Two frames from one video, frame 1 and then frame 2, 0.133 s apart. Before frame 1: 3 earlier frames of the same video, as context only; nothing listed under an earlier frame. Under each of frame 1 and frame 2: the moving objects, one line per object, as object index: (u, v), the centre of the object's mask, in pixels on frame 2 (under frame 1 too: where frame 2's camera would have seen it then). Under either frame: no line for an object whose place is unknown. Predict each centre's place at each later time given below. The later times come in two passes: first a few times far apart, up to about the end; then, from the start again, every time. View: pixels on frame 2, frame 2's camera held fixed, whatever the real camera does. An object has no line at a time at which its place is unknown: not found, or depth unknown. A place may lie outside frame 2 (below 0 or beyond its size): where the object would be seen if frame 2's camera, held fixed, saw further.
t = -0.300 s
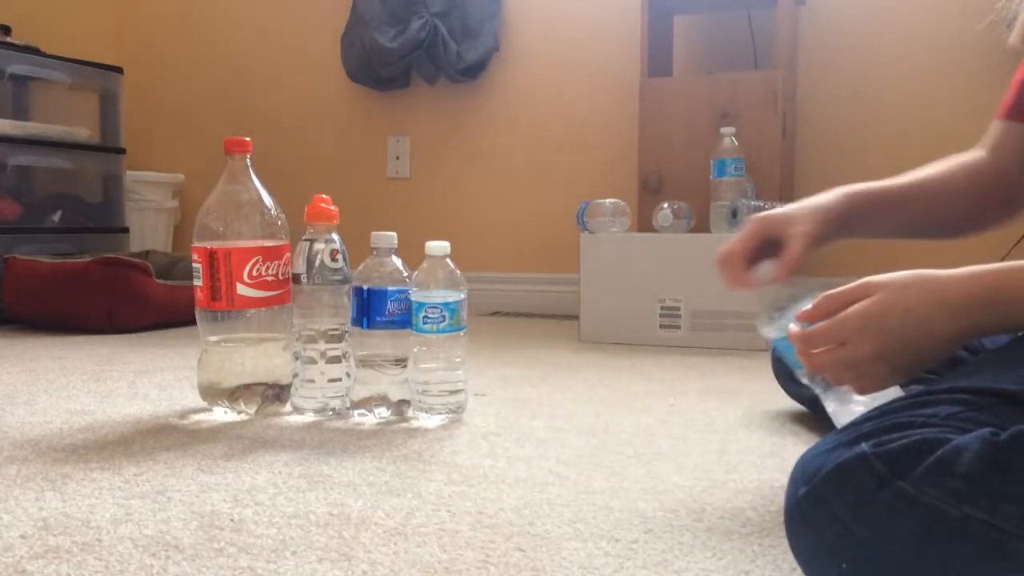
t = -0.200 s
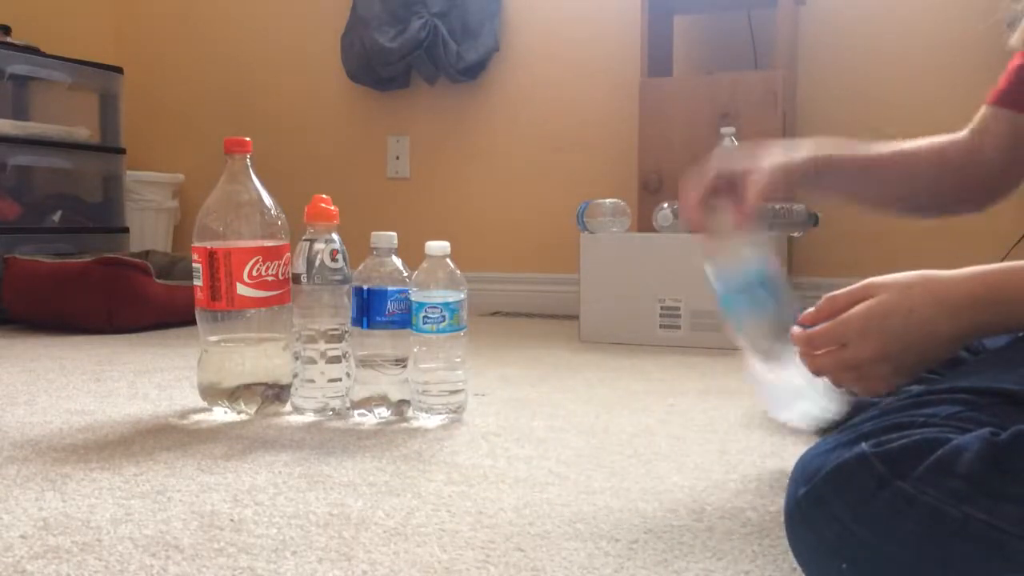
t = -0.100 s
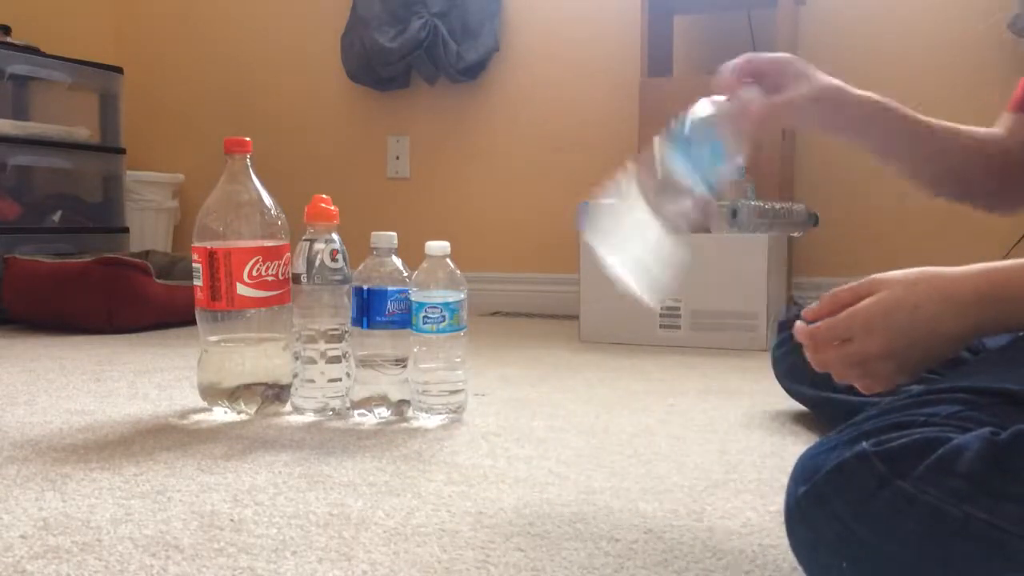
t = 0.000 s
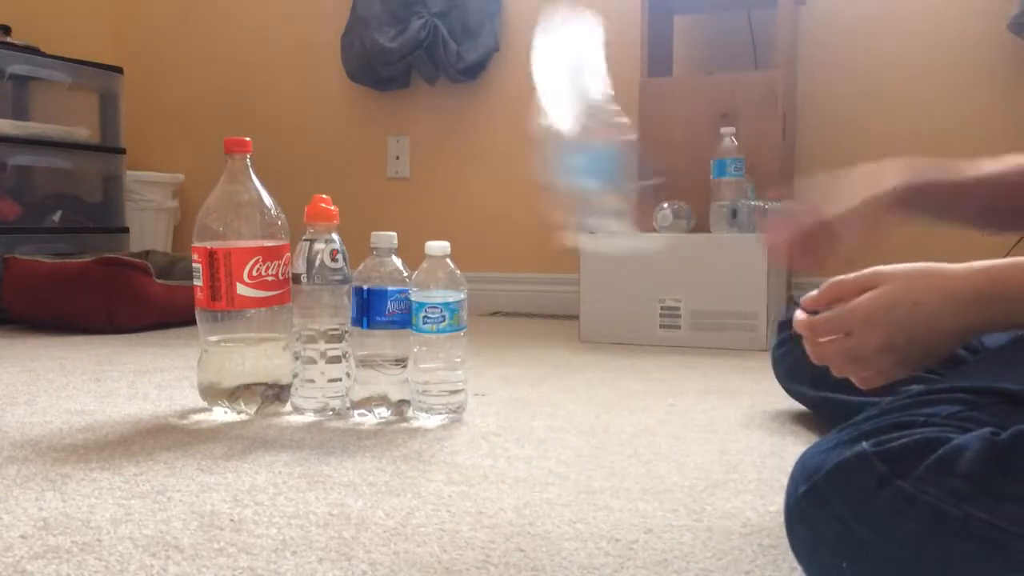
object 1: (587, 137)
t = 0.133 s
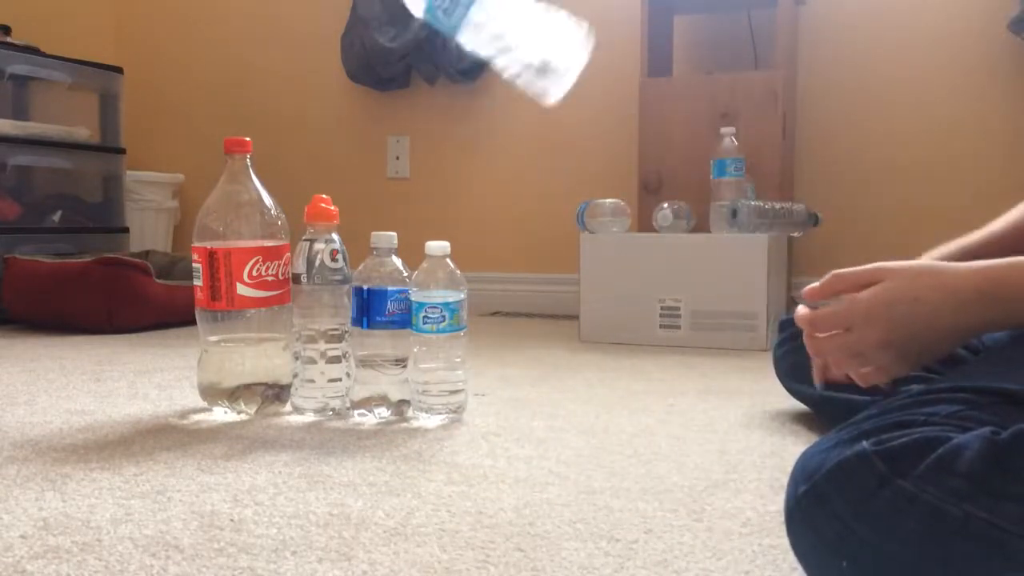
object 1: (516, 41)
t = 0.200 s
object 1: (482, 82)
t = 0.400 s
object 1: (438, 366)
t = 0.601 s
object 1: (505, 403)
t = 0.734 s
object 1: (518, 426)
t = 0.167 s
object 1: (500, 59)
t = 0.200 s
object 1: (482, 82)
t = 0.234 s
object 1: (466, 113)
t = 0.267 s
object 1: (455, 158)
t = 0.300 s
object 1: (446, 221)
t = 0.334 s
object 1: (438, 292)
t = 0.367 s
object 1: (430, 369)
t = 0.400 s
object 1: (438, 366)
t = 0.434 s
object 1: (447, 368)
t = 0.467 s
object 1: (457, 370)
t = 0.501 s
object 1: (466, 372)
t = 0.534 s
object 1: (480, 376)
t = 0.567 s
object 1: (491, 387)
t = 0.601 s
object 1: (505, 403)
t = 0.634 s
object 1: (519, 425)
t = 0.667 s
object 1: (518, 425)
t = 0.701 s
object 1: (518, 426)
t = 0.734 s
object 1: (518, 426)
